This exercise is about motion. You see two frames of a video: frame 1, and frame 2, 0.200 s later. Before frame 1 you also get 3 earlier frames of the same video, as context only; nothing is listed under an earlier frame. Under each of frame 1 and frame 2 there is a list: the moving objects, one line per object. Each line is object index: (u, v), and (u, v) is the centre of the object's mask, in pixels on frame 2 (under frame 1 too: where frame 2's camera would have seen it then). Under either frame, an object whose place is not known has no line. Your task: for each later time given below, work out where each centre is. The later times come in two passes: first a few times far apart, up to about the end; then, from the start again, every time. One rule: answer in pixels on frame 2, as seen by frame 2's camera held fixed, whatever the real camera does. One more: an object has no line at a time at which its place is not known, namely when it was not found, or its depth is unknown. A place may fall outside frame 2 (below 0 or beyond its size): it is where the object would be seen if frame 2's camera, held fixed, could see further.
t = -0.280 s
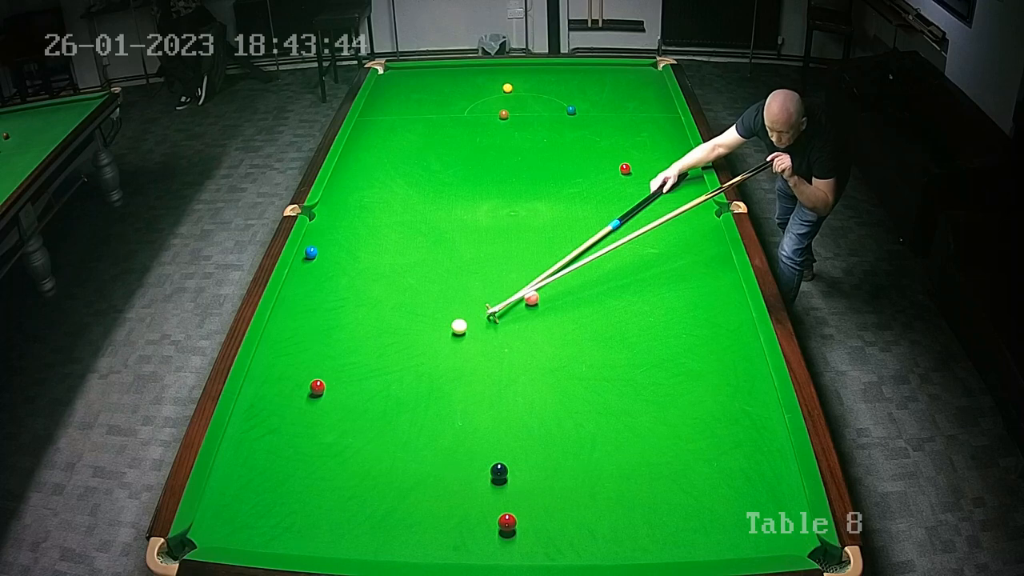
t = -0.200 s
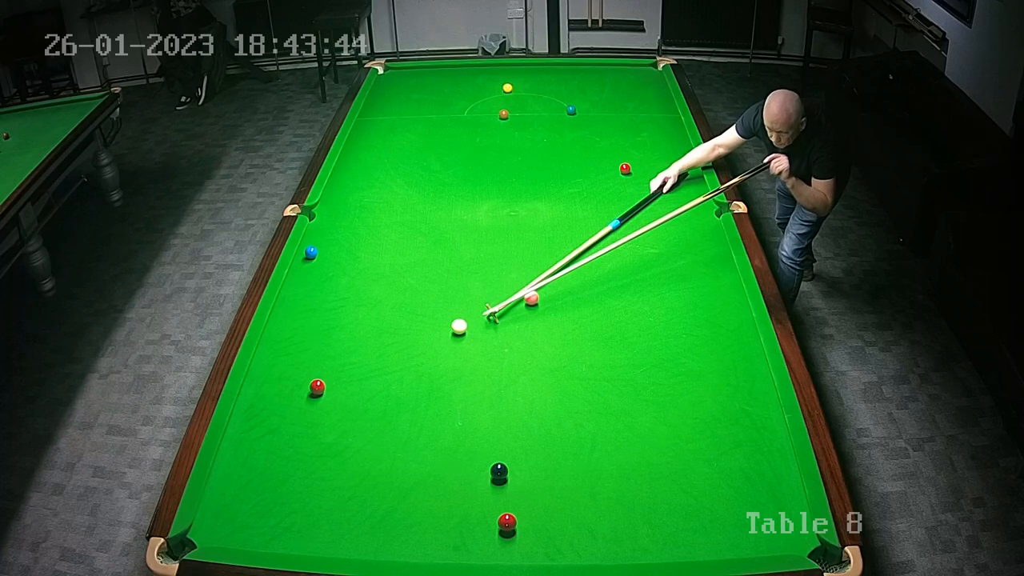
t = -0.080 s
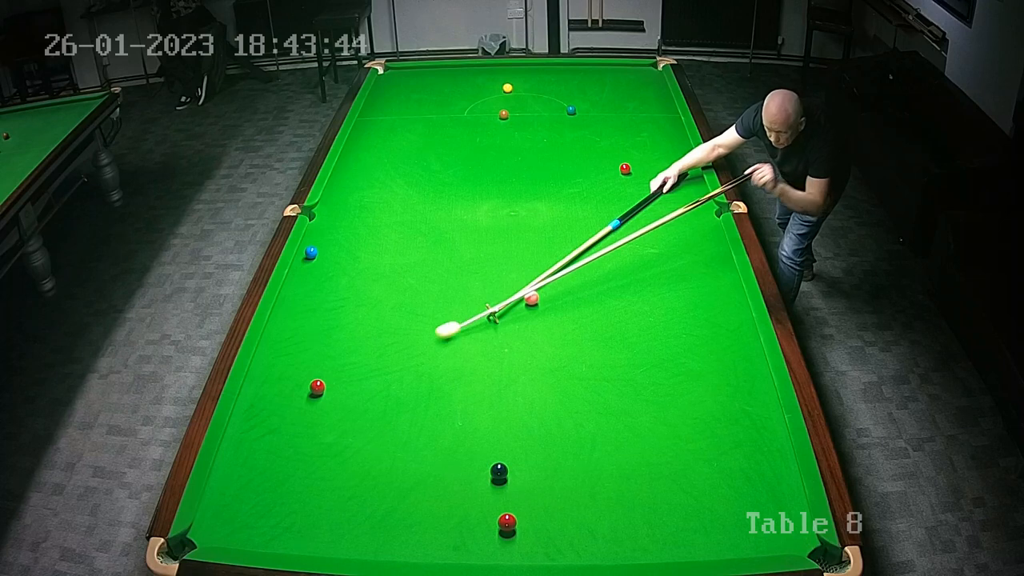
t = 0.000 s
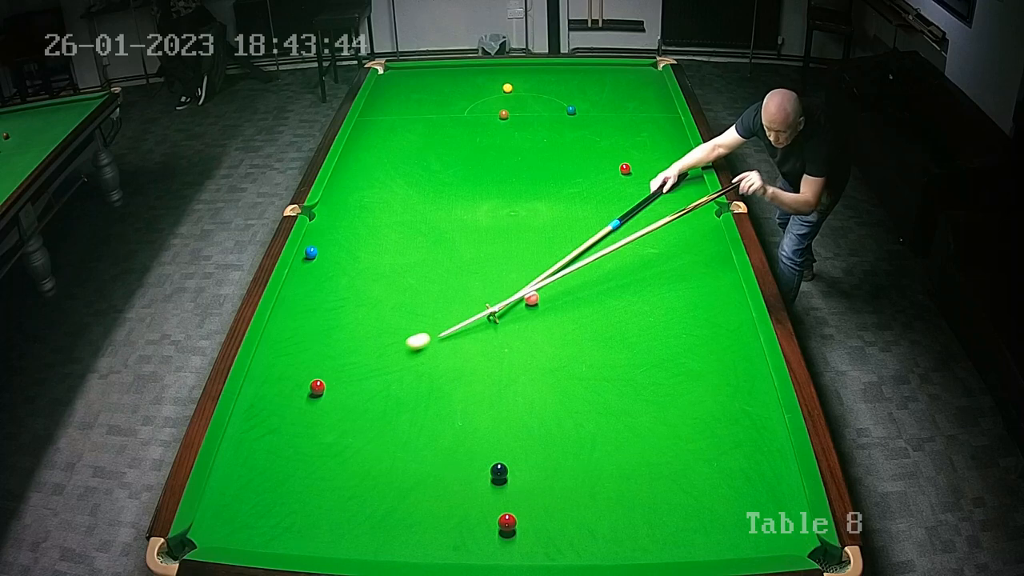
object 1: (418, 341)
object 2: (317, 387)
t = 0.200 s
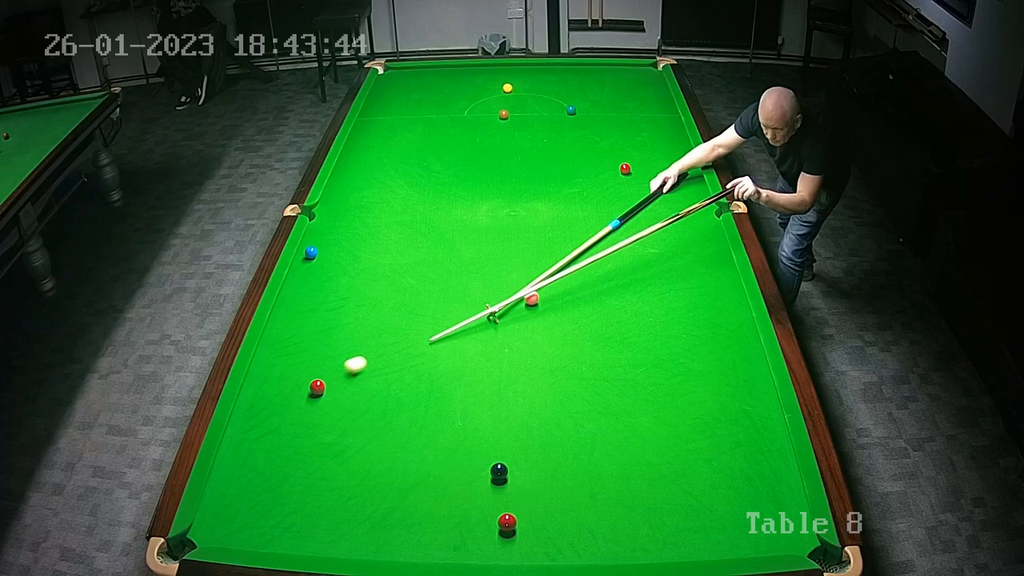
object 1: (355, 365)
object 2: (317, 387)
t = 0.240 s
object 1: (343, 369)
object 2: (317, 387)
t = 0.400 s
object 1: (306, 374)
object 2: (307, 399)
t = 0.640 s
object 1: (259, 373)
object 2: (287, 425)
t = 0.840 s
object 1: (277, 373)
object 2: (271, 445)
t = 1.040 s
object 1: (302, 372)
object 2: (255, 465)
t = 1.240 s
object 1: (327, 372)
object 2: (239, 485)
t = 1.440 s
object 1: (351, 371)
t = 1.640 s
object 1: (374, 371)
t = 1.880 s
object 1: (401, 370)
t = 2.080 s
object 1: (422, 369)
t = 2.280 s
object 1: (442, 368)
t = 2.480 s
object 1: (461, 368)
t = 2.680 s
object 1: (479, 367)
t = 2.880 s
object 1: (496, 366)
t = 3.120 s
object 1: (515, 366)
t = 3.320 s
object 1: (530, 365)
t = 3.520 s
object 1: (543, 365)
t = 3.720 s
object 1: (555, 364)
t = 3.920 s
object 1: (567, 364)
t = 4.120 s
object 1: (576, 363)
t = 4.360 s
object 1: (587, 363)
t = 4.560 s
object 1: (594, 363)
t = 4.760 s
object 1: (601, 362)
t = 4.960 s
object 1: (606, 362)
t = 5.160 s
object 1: (610, 363)
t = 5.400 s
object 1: (614, 363)
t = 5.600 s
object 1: (616, 363)
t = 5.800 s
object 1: (617, 363)
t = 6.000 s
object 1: (617, 362)
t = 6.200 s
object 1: (617, 363)
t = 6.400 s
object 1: (617, 363)
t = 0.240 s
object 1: (343, 369)
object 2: (317, 387)
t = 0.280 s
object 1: (331, 374)
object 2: (317, 387)
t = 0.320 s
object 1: (321, 375)
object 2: (315, 389)
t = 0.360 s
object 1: (314, 375)
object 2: (311, 394)
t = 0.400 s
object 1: (306, 374)
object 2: (307, 399)
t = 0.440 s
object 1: (298, 374)
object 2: (303, 404)
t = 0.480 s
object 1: (290, 374)
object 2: (300, 408)
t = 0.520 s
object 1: (282, 374)
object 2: (297, 412)
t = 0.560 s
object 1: (274, 374)
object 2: (294, 416)
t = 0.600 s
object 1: (267, 373)
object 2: (290, 420)
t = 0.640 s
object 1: (259, 373)
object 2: (287, 425)
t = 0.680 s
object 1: (255, 373)
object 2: (284, 429)
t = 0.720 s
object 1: (261, 373)
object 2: (281, 433)
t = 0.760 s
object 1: (266, 373)
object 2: (277, 437)
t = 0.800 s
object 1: (271, 373)
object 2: (274, 441)
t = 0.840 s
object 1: (277, 373)
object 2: (271, 445)
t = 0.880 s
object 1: (282, 373)
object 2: (268, 449)
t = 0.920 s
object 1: (287, 373)
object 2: (264, 453)
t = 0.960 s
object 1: (292, 373)
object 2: (261, 457)
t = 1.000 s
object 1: (297, 372)
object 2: (258, 461)
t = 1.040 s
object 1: (302, 372)
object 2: (255, 465)
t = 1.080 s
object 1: (307, 372)
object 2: (252, 469)
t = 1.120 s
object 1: (312, 372)
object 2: (248, 473)
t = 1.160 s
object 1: (317, 372)
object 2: (245, 477)
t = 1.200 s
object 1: (322, 372)
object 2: (242, 481)
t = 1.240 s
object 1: (327, 372)
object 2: (239, 485)
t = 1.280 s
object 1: (331, 372)
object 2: (236, 489)
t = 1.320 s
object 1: (336, 372)
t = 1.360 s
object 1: (341, 371)
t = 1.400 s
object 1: (346, 371)
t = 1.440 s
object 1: (351, 371)
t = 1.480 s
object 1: (355, 371)
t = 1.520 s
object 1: (360, 371)
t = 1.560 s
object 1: (365, 371)
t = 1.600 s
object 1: (369, 371)
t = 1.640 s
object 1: (374, 371)
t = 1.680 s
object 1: (378, 370)
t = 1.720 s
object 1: (383, 370)
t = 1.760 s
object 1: (387, 370)
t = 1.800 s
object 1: (392, 370)
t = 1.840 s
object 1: (396, 370)
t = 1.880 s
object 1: (401, 370)
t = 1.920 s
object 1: (405, 369)
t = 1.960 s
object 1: (409, 370)
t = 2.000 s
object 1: (413, 369)
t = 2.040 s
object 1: (418, 369)
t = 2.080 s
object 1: (422, 369)
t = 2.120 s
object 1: (426, 369)
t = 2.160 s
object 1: (430, 369)
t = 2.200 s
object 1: (434, 368)
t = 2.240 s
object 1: (438, 368)
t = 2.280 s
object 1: (442, 368)
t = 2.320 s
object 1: (446, 368)
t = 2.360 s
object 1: (450, 368)
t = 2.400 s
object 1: (454, 368)
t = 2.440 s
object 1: (458, 368)
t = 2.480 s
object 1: (461, 368)
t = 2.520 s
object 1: (465, 367)
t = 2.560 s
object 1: (469, 367)
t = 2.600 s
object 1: (472, 367)
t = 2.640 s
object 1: (476, 367)
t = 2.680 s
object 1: (479, 367)
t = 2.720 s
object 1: (483, 367)
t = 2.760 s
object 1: (486, 367)
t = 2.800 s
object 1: (490, 366)
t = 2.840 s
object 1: (493, 366)
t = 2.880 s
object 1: (496, 366)
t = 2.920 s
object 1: (500, 366)
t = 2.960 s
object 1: (503, 366)
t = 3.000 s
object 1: (506, 366)
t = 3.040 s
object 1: (509, 366)
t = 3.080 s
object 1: (512, 365)
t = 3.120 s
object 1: (515, 366)
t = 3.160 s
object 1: (518, 365)
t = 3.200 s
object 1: (521, 365)
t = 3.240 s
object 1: (524, 365)
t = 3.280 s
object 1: (527, 365)
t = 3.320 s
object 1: (530, 365)
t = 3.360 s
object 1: (533, 365)
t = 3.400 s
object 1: (536, 365)
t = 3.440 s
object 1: (538, 365)
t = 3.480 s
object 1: (541, 365)
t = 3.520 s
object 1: (543, 365)
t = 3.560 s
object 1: (546, 365)
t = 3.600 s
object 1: (548, 365)
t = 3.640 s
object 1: (551, 365)
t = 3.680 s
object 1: (553, 365)
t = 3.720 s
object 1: (555, 364)
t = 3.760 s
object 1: (558, 364)
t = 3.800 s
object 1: (560, 364)
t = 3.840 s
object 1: (562, 364)
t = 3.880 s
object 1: (564, 364)
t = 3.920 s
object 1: (567, 364)
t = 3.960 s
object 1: (568, 364)
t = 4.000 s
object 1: (571, 364)
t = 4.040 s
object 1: (573, 364)
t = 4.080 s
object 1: (575, 364)
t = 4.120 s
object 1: (576, 363)
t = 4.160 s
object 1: (578, 364)
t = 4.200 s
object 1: (580, 364)
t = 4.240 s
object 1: (582, 363)
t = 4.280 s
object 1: (584, 363)
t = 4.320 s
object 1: (585, 363)
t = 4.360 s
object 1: (587, 363)
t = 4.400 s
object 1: (588, 363)
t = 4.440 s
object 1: (590, 363)
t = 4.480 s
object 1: (591, 363)
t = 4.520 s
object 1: (593, 363)
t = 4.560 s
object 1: (594, 363)
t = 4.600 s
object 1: (596, 363)
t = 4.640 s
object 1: (597, 362)
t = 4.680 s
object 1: (598, 362)
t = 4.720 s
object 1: (599, 362)
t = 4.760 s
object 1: (601, 362)
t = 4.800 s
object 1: (602, 362)
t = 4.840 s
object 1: (603, 362)
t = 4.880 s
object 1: (604, 362)
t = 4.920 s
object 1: (605, 362)
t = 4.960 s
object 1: (606, 362)
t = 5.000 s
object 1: (607, 362)
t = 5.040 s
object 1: (608, 362)
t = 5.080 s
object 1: (609, 363)
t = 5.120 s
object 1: (610, 362)
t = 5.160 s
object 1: (610, 363)
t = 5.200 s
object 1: (611, 363)
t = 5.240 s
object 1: (612, 363)
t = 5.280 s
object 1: (613, 363)
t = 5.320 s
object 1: (613, 363)
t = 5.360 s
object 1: (614, 363)
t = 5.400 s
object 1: (614, 363)
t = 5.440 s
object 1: (615, 363)
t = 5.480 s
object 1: (615, 363)
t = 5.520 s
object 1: (616, 363)
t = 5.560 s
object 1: (616, 363)
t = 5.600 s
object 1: (616, 363)
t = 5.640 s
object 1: (616, 363)
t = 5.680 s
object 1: (616, 363)
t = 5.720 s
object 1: (617, 363)
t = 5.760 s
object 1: (617, 363)
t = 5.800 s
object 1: (617, 363)
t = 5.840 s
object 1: (617, 363)
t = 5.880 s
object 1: (617, 363)
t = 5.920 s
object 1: (617, 362)
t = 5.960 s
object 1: (617, 362)
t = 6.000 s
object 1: (617, 362)
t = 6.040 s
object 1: (617, 363)
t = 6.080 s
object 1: (617, 363)
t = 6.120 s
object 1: (617, 363)
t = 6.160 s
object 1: (617, 363)
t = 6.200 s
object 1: (617, 363)
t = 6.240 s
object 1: (617, 363)
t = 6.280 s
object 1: (617, 363)
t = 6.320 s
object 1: (617, 363)
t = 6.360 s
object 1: (617, 363)
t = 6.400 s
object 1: (617, 363)
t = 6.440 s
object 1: (617, 363)
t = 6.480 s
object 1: (617, 363)
